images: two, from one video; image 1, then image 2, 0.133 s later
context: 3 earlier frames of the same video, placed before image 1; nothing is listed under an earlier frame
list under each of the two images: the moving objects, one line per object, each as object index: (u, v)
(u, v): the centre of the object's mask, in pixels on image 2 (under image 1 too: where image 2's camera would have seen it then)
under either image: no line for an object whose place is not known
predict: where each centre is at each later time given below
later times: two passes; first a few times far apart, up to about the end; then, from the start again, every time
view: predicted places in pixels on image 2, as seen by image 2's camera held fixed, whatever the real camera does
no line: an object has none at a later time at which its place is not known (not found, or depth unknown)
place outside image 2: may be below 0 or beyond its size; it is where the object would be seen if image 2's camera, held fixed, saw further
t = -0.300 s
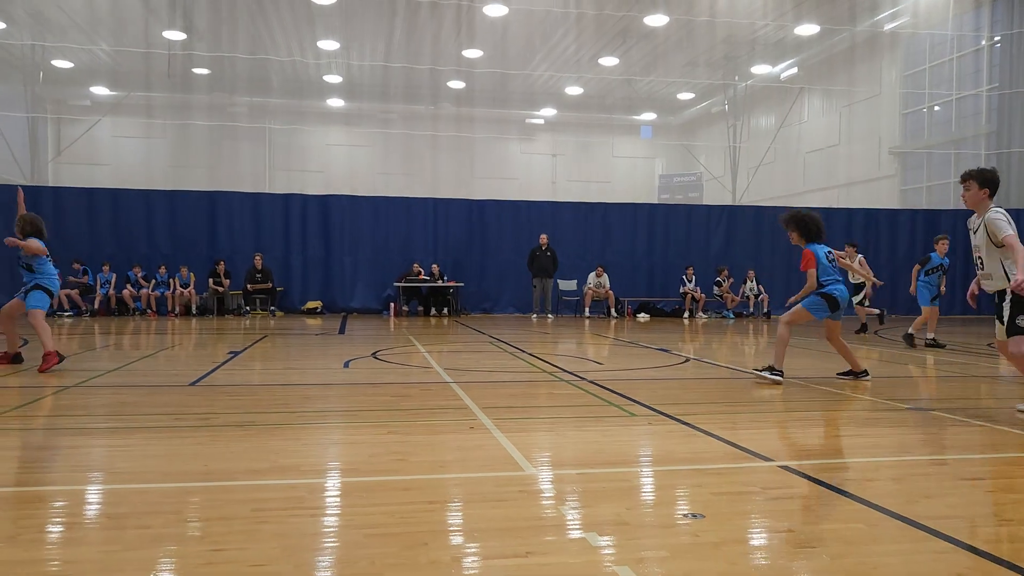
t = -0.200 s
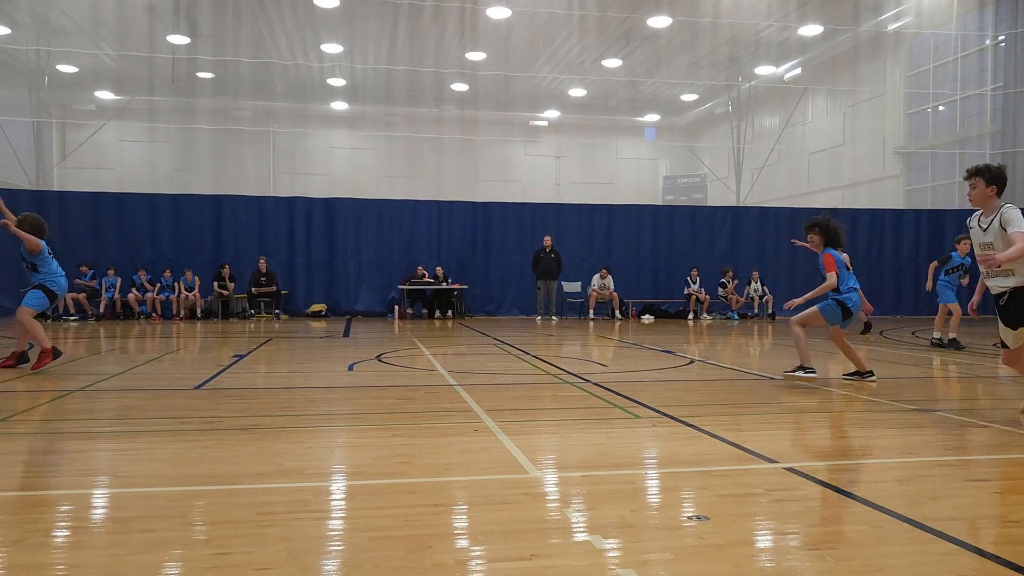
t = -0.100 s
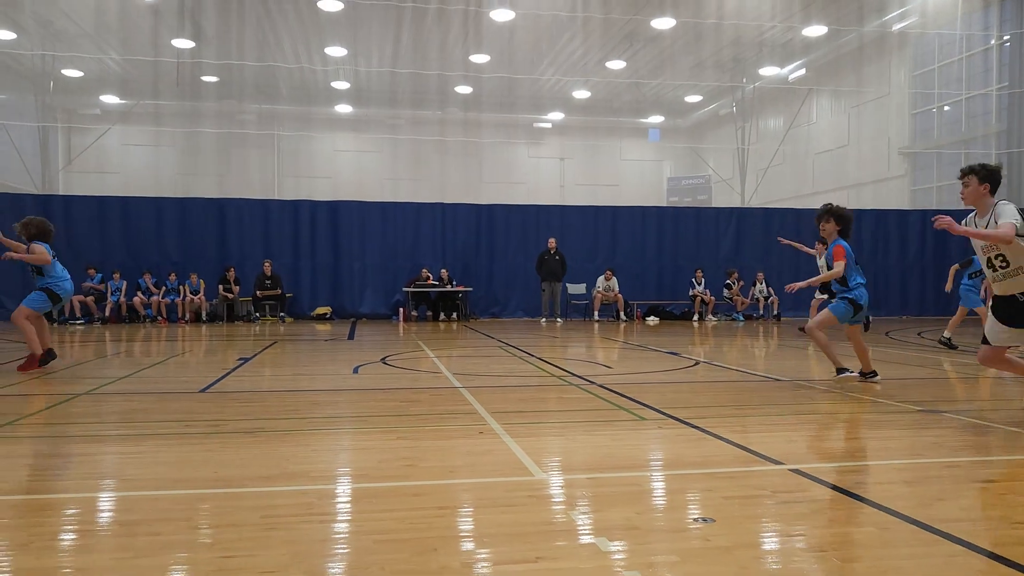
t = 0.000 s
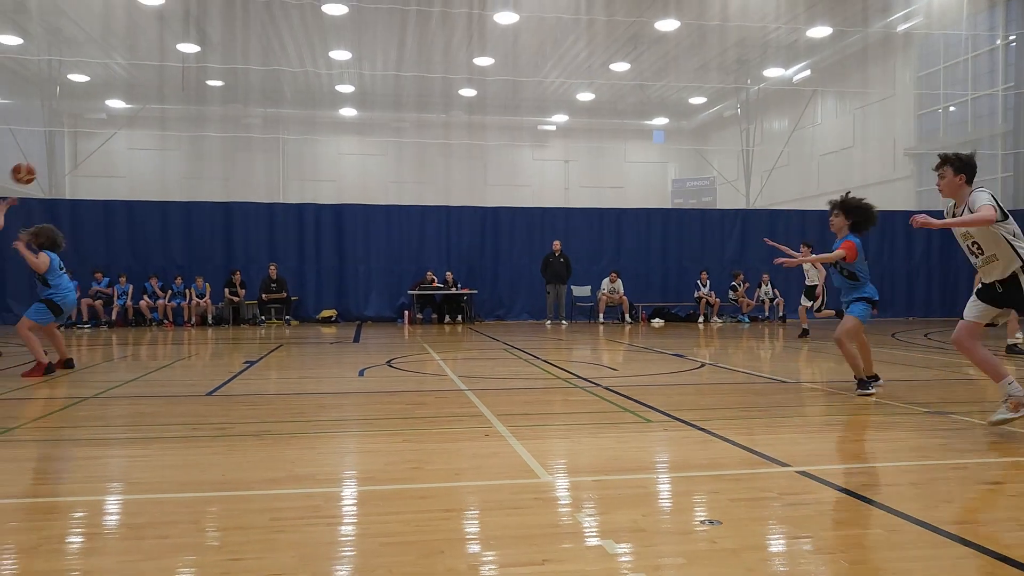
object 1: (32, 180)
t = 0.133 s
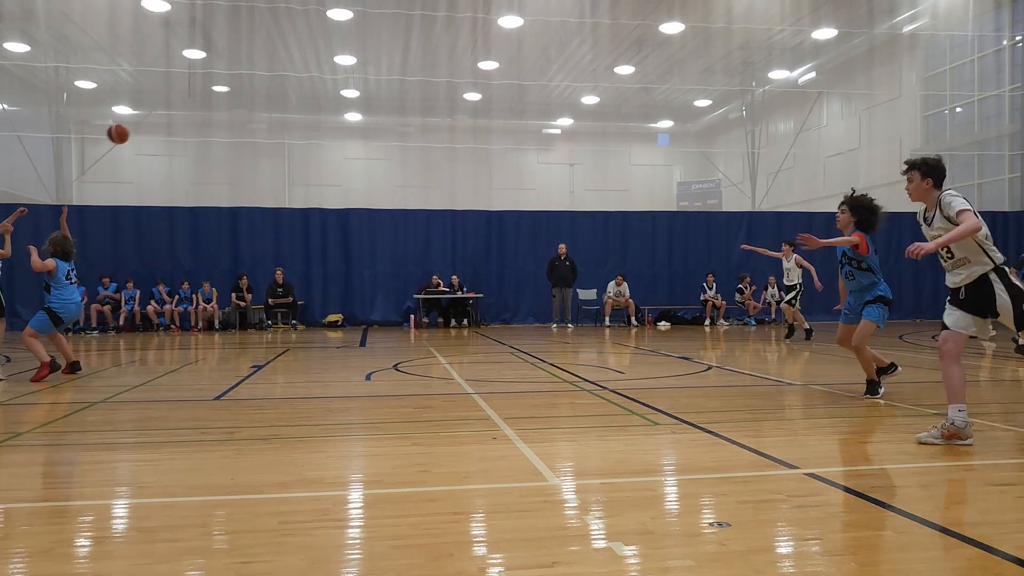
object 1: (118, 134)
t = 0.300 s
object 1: (212, 104)
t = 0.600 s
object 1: (350, 110)
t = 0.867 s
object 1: (448, 163)
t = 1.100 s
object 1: (519, 237)
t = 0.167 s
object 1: (138, 126)
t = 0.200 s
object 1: (158, 119)
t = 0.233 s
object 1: (175, 113)
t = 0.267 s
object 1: (194, 108)
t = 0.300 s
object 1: (212, 104)
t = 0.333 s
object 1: (229, 102)
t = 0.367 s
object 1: (246, 100)
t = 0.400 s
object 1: (262, 99)
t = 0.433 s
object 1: (278, 99)
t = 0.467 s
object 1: (293, 100)
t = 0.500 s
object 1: (308, 101)
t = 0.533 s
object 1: (323, 104)
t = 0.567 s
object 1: (337, 107)
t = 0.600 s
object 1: (350, 110)
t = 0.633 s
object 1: (364, 115)
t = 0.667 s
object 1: (377, 120)
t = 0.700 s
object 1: (389, 125)
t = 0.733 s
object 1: (402, 132)
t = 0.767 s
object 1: (414, 139)
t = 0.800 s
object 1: (425, 147)
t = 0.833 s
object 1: (437, 154)
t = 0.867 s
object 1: (448, 163)
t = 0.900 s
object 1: (459, 172)
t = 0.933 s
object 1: (470, 182)
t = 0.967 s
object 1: (480, 192)
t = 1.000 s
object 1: (491, 203)
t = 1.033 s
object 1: (500, 214)
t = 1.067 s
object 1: (510, 225)
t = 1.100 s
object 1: (519, 237)
